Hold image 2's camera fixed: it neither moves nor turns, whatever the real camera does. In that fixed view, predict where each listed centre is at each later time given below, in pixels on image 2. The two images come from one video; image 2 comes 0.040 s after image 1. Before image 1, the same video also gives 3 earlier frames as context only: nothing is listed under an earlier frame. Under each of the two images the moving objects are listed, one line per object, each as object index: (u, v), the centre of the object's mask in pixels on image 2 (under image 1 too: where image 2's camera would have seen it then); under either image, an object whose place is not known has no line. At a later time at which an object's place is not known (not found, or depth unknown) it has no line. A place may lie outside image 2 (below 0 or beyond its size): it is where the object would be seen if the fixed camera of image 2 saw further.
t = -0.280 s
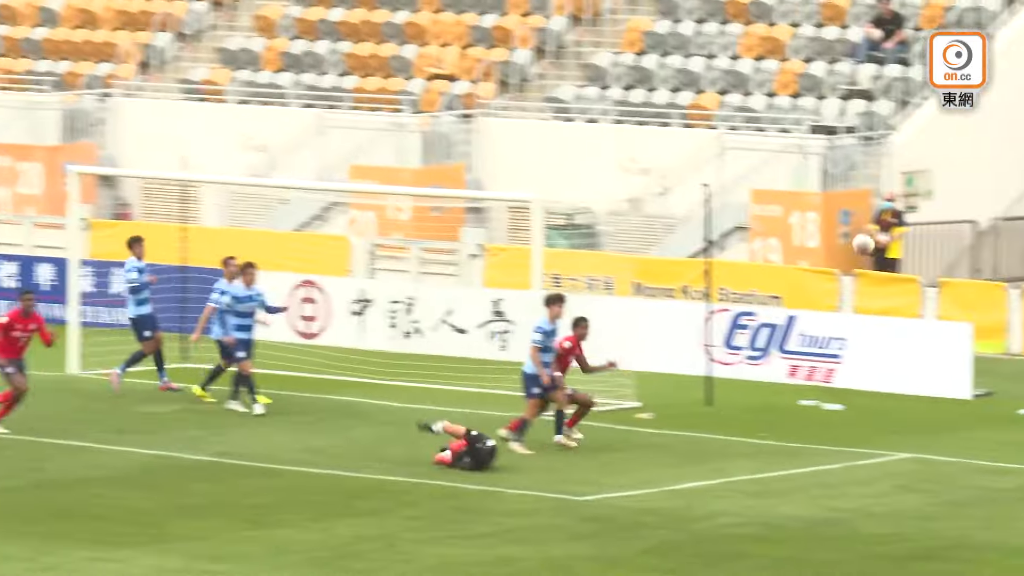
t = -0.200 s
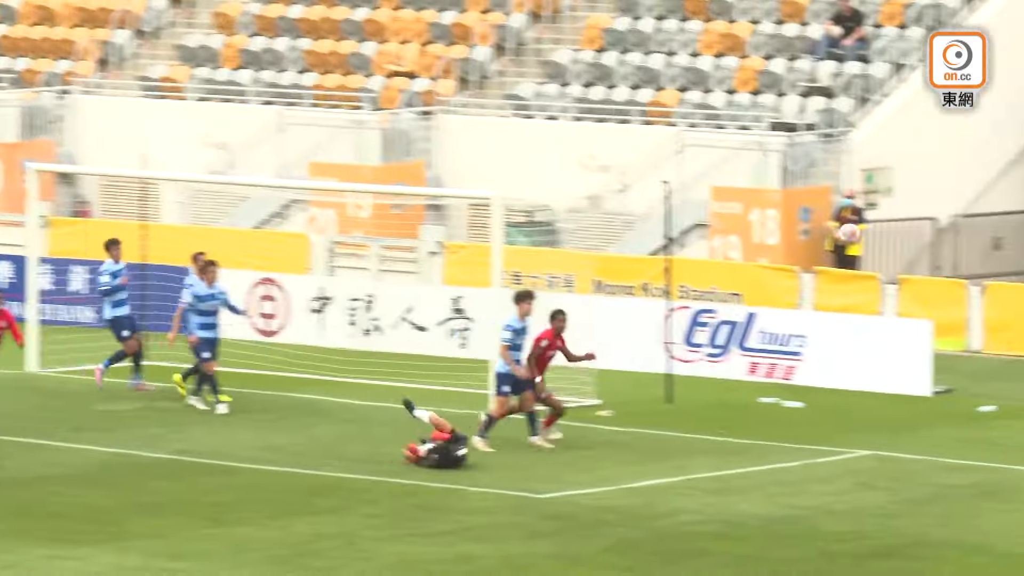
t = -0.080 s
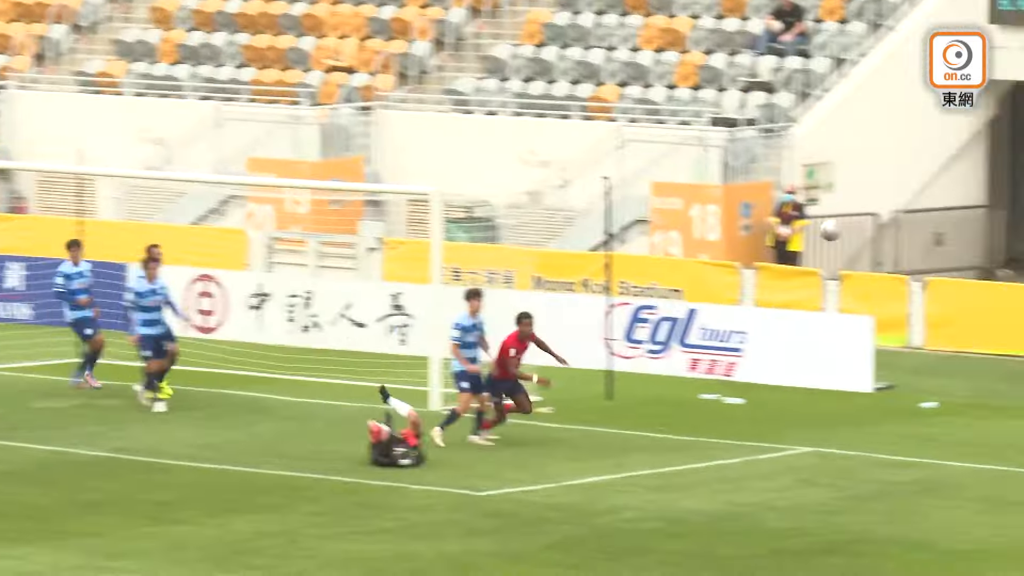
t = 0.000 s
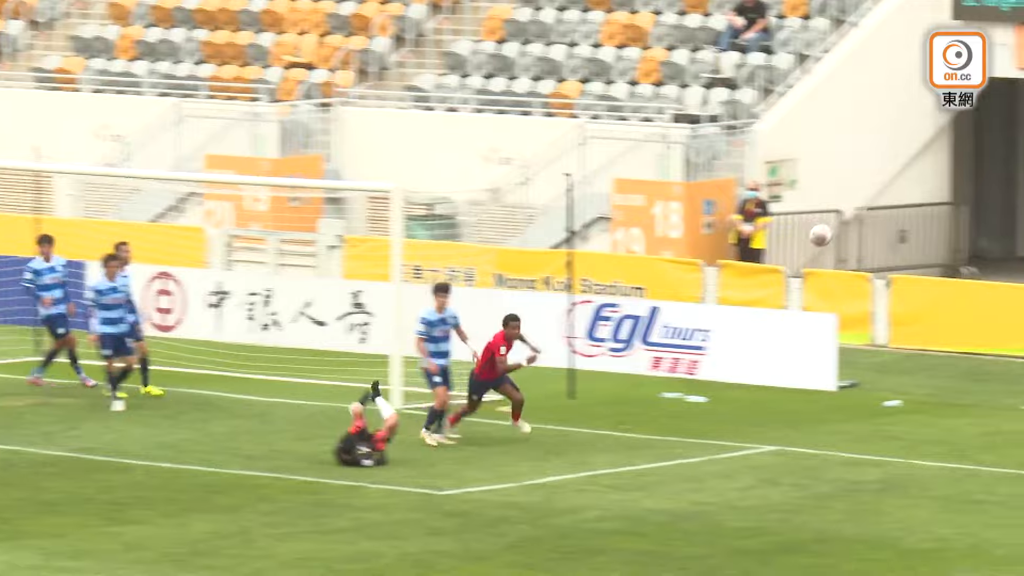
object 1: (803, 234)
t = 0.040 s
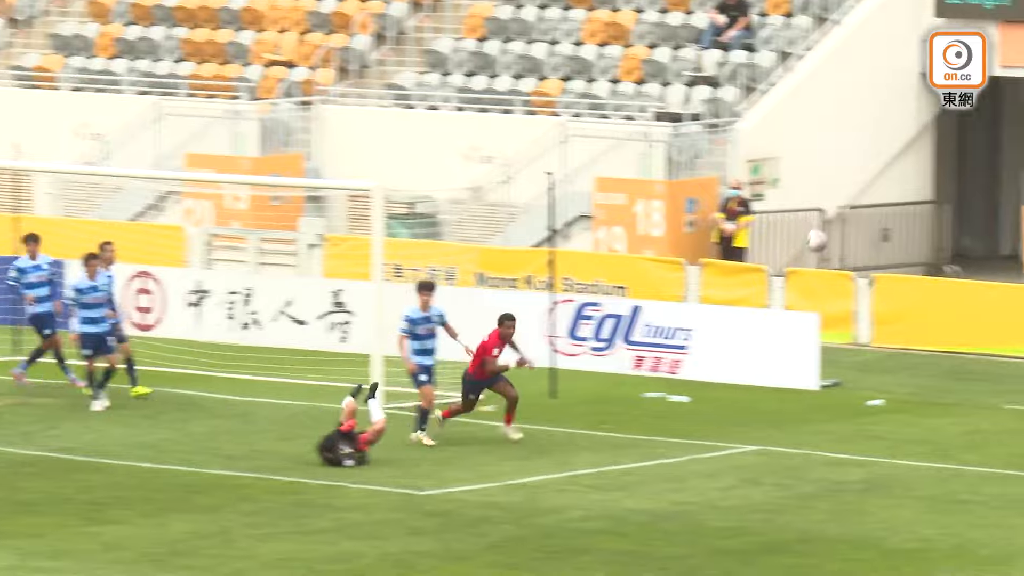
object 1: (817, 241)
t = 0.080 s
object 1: (830, 249)
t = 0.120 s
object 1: (844, 257)
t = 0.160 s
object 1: (857, 269)
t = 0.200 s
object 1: (869, 283)
